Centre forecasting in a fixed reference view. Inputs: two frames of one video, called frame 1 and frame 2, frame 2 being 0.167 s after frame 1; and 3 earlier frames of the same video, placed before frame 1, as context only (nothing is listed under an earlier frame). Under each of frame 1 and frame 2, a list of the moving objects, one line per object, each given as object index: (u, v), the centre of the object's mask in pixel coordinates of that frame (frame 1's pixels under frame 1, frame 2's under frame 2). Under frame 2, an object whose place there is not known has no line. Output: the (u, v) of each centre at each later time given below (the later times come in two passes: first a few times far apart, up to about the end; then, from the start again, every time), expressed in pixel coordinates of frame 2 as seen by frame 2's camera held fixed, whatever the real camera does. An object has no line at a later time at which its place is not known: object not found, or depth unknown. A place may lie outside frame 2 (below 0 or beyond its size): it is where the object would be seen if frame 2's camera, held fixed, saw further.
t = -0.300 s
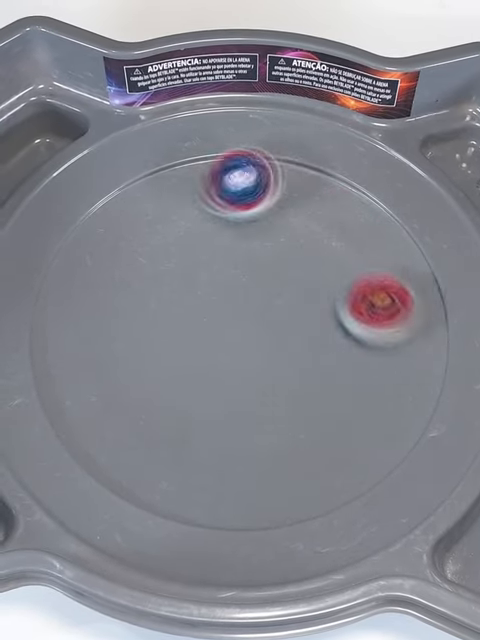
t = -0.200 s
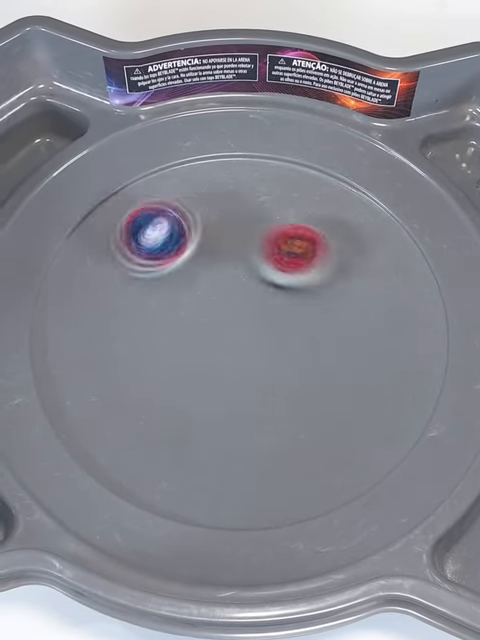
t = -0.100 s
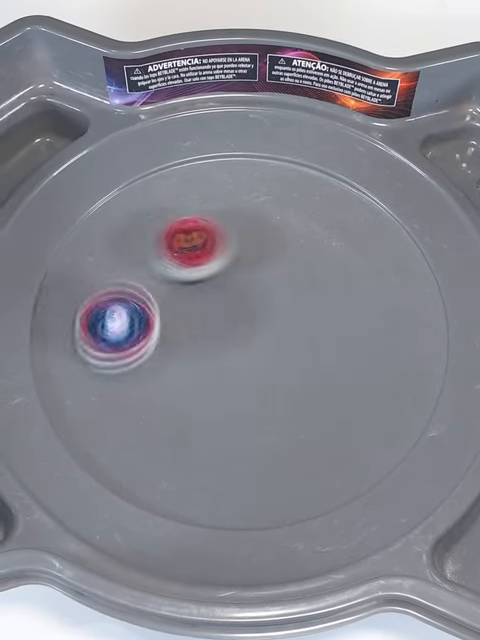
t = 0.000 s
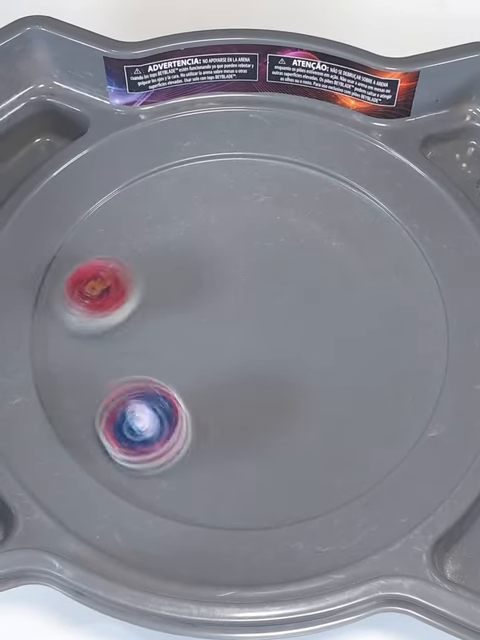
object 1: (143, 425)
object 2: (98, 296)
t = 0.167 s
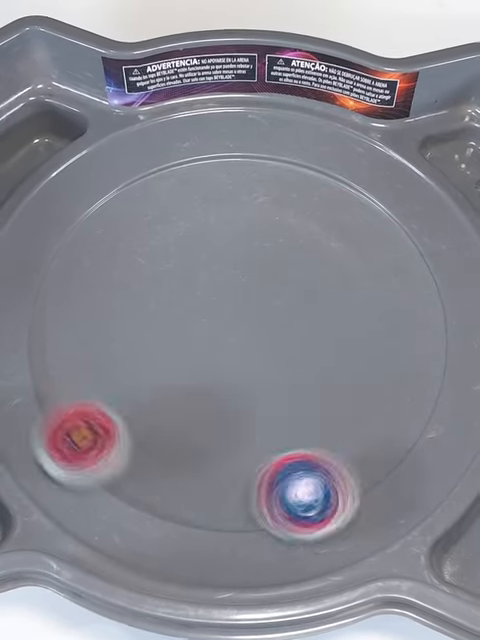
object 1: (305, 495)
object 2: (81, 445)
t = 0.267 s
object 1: (393, 437)
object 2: (179, 508)
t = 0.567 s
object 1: (289, 228)
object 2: (349, 315)
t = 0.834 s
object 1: (72, 328)
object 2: (125, 219)
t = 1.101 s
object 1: (227, 491)
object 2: (73, 435)
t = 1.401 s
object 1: (349, 279)
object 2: (345, 367)
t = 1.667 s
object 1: (145, 196)
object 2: (237, 176)
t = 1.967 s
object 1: (124, 415)
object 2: (55, 330)
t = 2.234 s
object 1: (371, 370)
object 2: (297, 435)
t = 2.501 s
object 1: (314, 184)
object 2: (383, 231)
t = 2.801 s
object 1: (115, 299)
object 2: (150, 198)
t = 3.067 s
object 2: (207, 449)
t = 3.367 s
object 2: (364, 378)
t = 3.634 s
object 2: (255, 234)
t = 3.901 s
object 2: (122, 391)
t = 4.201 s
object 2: (363, 450)
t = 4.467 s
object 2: (330, 251)
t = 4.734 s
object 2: (108, 280)
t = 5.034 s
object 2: (184, 495)
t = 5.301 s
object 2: (375, 367)
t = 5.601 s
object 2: (210, 206)
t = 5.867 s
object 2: (59, 346)
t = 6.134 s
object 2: (260, 464)
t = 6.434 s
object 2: (357, 258)
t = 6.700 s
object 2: (163, 198)
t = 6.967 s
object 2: (116, 394)
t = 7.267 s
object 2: (380, 468)
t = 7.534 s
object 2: (398, 269)
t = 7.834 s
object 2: (180, 228)
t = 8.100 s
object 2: (132, 414)
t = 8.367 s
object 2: (352, 421)
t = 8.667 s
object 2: (269, 224)
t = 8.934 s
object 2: (105, 331)
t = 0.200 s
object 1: (338, 479)
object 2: (108, 471)
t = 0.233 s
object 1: (369, 461)
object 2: (138, 492)
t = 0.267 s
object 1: (393, 437)
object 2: (179, 508)
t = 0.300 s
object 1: (407, 410)
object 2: (222, 511)
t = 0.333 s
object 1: (415, 382)
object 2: (261, 505)
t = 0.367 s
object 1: (414, 350)
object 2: (298, 490)
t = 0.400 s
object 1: (407, 324)
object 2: (326, 467)
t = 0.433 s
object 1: (394, 298)
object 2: (346, 441)
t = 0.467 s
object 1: (373, 274)
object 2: (358, 409)
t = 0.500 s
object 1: (346, 254)
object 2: (363, 378)
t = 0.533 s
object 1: (320, 238)
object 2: (360, 345)
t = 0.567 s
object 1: (289, 228)
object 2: (349, 315)
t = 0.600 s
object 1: (258, 225)
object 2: (333, 287)
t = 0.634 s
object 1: (225, 224)
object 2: (312, 263)
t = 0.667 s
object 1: (191, 230)
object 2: (286, 243)
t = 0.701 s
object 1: (159, 240)
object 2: (257, 228)
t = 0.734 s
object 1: (130, 254)
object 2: (226, 217)
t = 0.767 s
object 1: (106, 274)
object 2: (192, 211)
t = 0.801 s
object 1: (86, 301)
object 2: (157, 213)
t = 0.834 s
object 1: (72, 328)
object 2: (125, 219)
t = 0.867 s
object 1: (64, 359)
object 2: (93, 229)
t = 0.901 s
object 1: (65, 389)
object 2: (66, 246)
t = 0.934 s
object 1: (75, 419)
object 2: (46, 272)
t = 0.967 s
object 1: (92, 446)
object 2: (42, 306)
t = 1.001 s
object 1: (119, 469)
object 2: (39, 340)
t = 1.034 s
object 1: (153, 485)
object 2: (40, 373)
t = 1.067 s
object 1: (190, 493)
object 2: (50, 406)
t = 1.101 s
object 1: (227, 491)
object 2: (73, 435)
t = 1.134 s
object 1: (263, 483)
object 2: (104, 458)
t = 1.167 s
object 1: (296, 467)
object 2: (140, 471)
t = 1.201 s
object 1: (321, 446)
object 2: (178, 476)
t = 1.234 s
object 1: (342, 421)
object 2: (216, 473)
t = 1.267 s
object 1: (356, 394)
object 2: (253, 461)
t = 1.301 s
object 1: (364, 364)
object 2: (284, 445)
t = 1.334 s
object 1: (366, 336)
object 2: (311, 423)
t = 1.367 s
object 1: (361, 306)
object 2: (332, 396)
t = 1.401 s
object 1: (349, 279)
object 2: (345, 367)
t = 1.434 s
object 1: (334, 255)
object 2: (352, 335)
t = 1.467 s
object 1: (313, 233)
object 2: (351, 305)
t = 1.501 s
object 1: (291, 216)
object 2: (344, 276)
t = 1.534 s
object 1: (263, 201)
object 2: (331, 248)
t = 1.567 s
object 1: (234, 192)
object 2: (314, 224)
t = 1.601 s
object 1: (205, 188)
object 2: (291, 204)
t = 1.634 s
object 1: (173, 189)
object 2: (266, 188)
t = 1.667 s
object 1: (145, 196)
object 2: (237, 176)
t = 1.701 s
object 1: (118, 209)
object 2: (208, 171)
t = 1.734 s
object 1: (94, 228)
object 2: (178, 170)
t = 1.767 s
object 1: (76, 251)
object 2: (147, 174)
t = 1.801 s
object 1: (64, 277)
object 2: (118, 187)
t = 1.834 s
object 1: (60, 306)
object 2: (92, 208)
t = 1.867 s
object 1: (65, 335)
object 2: (71, 234)
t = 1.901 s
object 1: (76, 365)
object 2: (57, 264)
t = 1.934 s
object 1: (97, 392)
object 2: (51, 296)
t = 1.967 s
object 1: (124, 415)
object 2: (55, 330)
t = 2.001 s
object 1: (155, 432)
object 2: (68, 363)
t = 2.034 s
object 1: (190, 442)
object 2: (88, 390)
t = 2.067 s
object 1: (227, 444)
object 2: (116, 414)
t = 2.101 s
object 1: (263, 441)
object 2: (149, 432)
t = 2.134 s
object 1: (297, 430)
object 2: (186, 443)
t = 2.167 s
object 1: (326, 415)
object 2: (223, 447)
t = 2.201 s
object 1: (351, 395)
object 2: (260, 444)
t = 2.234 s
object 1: (371, 370)
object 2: (297, 435)
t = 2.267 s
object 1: (384, 344)
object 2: (328, 418)
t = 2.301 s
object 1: (392, 317)
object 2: (355, 397)
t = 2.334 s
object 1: (392, 288)
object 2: (376, 372)
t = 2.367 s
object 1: (387, 262)
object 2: (390, 343)
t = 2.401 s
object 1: (375, 237)
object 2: (398, 314)
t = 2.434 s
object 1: (359, 215)
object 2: (399, 285)
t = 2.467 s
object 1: (338, 197)
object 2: (394, 257)
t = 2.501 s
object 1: (314, 184)
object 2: (383, 231)
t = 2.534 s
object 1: (289, 176)
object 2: (368, 209)
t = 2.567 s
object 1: (261, 173)
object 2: (348, 189)
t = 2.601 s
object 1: (232, 177)
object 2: (325, 173)
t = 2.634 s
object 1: (202, 185)
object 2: (297, 163)
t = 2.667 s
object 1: (176, 199)
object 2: (267, 159)
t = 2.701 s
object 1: (155, 219)
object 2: (234, 160)
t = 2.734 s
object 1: (135, 242)
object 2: (204, 168)
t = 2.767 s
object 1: (121, 270)
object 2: (175, 181)
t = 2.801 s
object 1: (115, 299)
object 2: (150, 198)
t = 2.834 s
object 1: (115, 330)
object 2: (130, 223)
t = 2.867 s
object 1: (120, 360)
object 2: (115, 250)
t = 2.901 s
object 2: (107, 282)
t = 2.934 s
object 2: (105, 316)
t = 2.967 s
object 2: (112, 349)
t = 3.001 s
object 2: (126, 380)
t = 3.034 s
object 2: (174, 432)
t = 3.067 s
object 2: (207, 449)
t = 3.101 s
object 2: (243, 459)
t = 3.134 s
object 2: (280, 463)
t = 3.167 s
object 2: (292, 460)
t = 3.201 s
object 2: (299, 454)
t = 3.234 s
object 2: (310, 444)
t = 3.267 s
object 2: (322, 431)
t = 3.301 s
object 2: (336, 416)
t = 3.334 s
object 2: (351, 399)
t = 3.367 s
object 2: (364, 378)
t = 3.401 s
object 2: (375, 354)
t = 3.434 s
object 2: (376, 327)
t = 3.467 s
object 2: (370, 301)
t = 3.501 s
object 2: (356, 278)
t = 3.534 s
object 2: (336, 260)
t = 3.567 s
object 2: (312, 245)
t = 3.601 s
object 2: (284, 237)
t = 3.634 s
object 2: (255, 234)
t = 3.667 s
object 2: (226, 238)
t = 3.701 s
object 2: (198, 247)
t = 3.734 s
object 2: (171, 262)
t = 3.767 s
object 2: (149, 281)
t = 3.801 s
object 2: (132, 306)
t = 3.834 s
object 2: (122, 332)
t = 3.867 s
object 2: (118, 363)
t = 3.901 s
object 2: (122, 391)
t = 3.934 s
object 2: (133, 419)
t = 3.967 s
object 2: (152, 445)
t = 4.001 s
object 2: (177, 465)
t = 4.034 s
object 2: (206, 480)
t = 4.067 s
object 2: (240, 488)
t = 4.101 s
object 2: (274, 489)
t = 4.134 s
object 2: (307, 483)
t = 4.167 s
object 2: (337, 469)
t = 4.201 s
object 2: (363, 450)
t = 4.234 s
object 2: (381, 426)
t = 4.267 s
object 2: (394, 401)
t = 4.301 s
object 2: (399, 372)
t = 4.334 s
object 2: (398, 343)
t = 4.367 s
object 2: (389, 316)
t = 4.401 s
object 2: (374, 293)
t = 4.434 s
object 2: (354, 270)
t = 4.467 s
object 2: (330, 251)
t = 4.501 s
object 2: (303, 238)
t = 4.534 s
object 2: (276, 230)
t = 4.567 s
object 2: (244, 226)
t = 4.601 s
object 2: (215, 227)
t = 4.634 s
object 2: (185, 234)
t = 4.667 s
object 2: (156, 245)
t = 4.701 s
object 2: (131, 260)
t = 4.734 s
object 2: (108, 280)
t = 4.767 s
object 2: (90, 305)
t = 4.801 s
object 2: (79, 332)
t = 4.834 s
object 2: (74, 362)
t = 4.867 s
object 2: (75, 390)
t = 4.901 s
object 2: (84, 418)
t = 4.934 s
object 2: (100, 445)
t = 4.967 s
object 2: (123, 466)
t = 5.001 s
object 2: (151, 484)
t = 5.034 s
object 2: (184, 495)
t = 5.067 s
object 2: (219, 499)
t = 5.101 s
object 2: (253, 495)
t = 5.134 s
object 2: (287, 485)
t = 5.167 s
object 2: (316, 468)
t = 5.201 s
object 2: (340, 448)
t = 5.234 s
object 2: (358, 422)
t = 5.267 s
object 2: (369, 395)
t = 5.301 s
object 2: (375, 367)
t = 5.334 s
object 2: (375, 338)
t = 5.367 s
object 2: (367, 311)
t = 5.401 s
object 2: (355, 285)
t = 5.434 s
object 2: (338, 262)
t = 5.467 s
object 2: (317, 242)
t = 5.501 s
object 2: (295, 228)
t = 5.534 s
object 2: (269, 215)
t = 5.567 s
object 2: (239, 208)
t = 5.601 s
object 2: (210, 206)
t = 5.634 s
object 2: (181, 209)
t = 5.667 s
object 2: (151, 217)
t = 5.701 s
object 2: (124, 228)
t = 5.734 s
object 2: (101, 245)
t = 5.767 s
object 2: (82, 265)
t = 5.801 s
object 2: (68, 292)
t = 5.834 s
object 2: (60, 319)
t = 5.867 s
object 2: (59, 346)
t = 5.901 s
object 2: (65, 374)
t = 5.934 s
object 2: (80, 402)
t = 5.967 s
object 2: (99, 426)
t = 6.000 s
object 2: (126, 446)
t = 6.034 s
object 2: (156, 461)
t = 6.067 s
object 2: (189, 468)
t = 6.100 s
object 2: (225, 470)
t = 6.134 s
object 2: (260, 464)
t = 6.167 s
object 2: (291, 454)
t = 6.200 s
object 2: (318, 436)
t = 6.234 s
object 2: (342, 415)
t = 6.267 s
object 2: (359, 391)
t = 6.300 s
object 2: (370, 364)
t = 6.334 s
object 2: (376, 338)
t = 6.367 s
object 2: (375, 310)
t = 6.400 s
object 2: (369, 284)
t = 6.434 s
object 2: (357, 258)
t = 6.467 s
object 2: (341, 236)
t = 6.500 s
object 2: (322, 218)
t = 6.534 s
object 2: (298, 202)
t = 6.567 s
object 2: (274, 192)
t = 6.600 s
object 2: (248, 185)
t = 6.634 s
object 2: (217, 185)
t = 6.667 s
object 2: (190, 189)
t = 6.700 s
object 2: (163, 198)
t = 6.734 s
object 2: (137, 214)
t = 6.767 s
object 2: (117, 233)
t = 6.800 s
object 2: (101, 255)
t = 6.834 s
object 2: (91, 282)
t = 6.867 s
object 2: (87, 310)
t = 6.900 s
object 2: (90, 340)
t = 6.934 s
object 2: (100, 368)
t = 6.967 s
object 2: (116, 394)
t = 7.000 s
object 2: (136, 426)
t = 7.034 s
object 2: (158, 461)
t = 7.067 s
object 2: (185, 485)
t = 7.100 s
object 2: (216, 500)
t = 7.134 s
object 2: (250, 506)
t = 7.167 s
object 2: (285, 507)
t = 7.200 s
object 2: (318, 502)
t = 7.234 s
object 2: (351, 489)
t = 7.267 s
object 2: (380, 468)
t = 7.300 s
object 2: (401, 445)
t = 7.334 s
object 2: (418, 421)
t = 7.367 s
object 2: (428, 394)
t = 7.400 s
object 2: (433, 367)
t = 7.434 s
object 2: (433, 340)
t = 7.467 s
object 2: (426, 314)
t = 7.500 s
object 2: (414, 290)
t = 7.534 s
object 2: (398, 269)
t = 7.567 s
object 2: (378, 251)
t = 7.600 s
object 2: (356, 237)
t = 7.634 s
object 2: (331, 225)
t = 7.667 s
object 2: (307, 217)
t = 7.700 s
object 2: (278, 213)
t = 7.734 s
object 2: (248, 213)
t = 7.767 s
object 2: (224, 214)
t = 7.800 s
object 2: (204, 219)
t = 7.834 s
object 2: (180, 228)
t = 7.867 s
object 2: (156, 242)
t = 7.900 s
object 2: (136, 261)
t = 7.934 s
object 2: (121, 283)
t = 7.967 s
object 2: (110, 308)
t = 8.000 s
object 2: (106, 335)
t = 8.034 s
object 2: (108, 363)
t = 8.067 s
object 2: (117, 390)
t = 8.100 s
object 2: (132, 414)
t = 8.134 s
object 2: (153, 434)
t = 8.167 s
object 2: (180, 451)
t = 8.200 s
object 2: (210, 462)
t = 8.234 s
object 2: (242, 465)
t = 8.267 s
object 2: (274, 463)
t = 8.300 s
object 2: (304, 454)
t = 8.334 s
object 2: (330, 440)
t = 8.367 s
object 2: (352, 421)
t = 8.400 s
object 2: (368, 398)
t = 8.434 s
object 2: (378, 375)
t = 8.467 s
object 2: (383, 349)
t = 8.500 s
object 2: (381, 324)
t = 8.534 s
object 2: (373, 299)
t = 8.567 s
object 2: (341, 257)
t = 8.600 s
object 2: (319, 241)
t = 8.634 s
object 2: (295, 231)
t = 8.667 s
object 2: (269, 224)
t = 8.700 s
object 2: (242, 223)
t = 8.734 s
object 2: (214, 226)
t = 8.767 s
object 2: (188, 234)
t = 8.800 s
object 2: (163, 245)
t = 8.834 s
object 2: (142, 261)
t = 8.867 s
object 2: (125, 282)
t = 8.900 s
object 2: (112, 305)
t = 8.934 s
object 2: (105, 331)
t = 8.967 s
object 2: (105, 358)
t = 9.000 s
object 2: (112, 384)
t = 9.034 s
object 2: (125, 408)
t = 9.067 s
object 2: (146, 431)
